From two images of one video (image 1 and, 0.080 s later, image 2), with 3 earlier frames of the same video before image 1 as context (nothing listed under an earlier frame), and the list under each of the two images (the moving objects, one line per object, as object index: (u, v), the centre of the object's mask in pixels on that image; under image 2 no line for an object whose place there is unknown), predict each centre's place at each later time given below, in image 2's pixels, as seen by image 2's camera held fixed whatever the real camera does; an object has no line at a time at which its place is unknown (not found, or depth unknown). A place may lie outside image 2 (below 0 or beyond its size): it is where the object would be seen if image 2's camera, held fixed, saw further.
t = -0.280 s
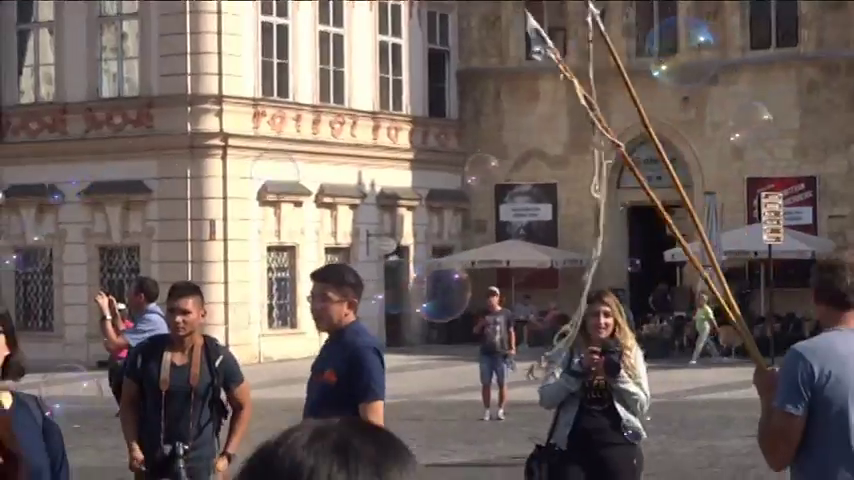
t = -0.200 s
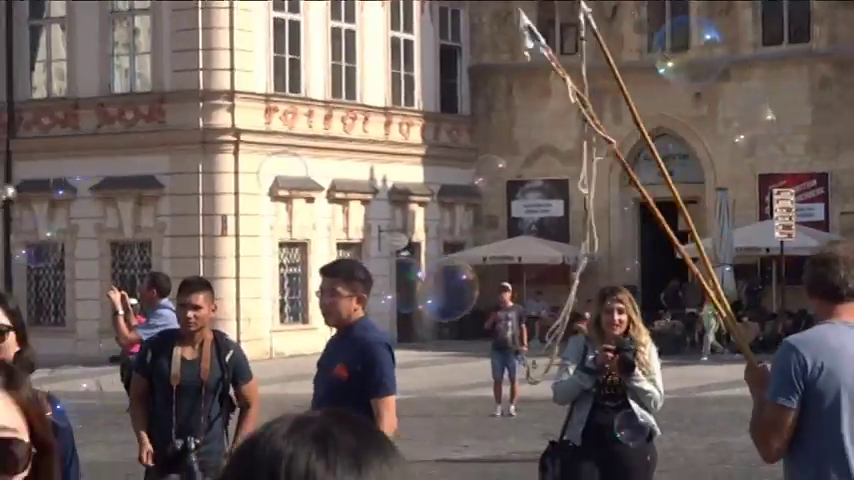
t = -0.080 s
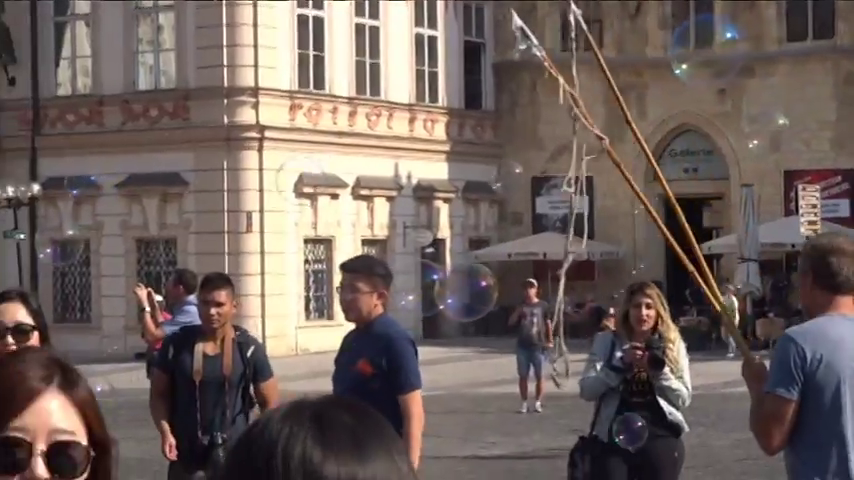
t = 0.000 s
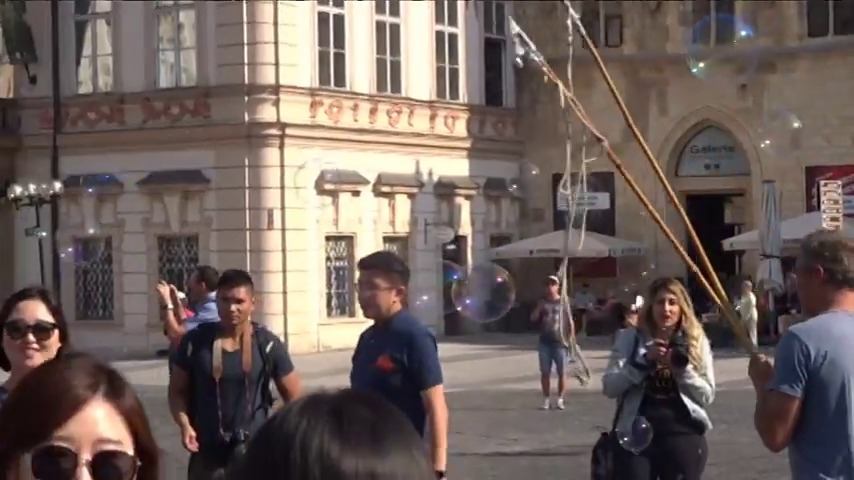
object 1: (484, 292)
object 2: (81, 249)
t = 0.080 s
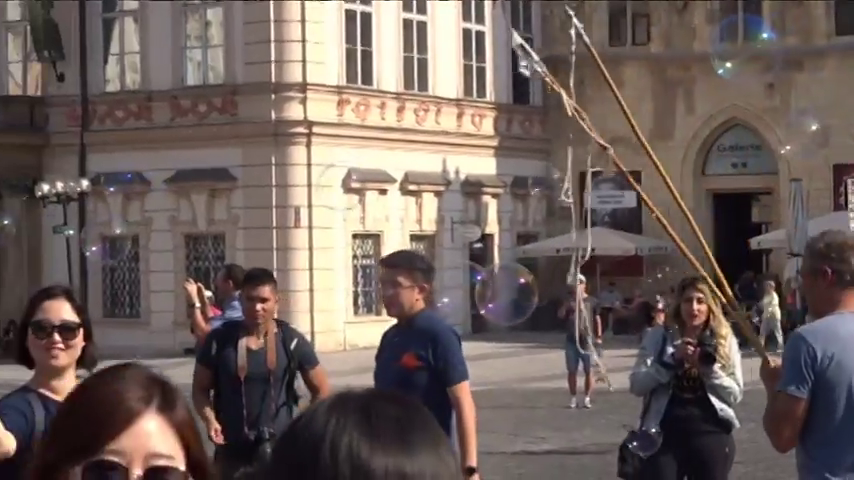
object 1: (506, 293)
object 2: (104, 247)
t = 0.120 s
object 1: (504, 295)
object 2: (104, 245)
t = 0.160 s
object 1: (501, 297)
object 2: (103, 246)
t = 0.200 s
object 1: (499, 298)
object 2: (102, 247)
